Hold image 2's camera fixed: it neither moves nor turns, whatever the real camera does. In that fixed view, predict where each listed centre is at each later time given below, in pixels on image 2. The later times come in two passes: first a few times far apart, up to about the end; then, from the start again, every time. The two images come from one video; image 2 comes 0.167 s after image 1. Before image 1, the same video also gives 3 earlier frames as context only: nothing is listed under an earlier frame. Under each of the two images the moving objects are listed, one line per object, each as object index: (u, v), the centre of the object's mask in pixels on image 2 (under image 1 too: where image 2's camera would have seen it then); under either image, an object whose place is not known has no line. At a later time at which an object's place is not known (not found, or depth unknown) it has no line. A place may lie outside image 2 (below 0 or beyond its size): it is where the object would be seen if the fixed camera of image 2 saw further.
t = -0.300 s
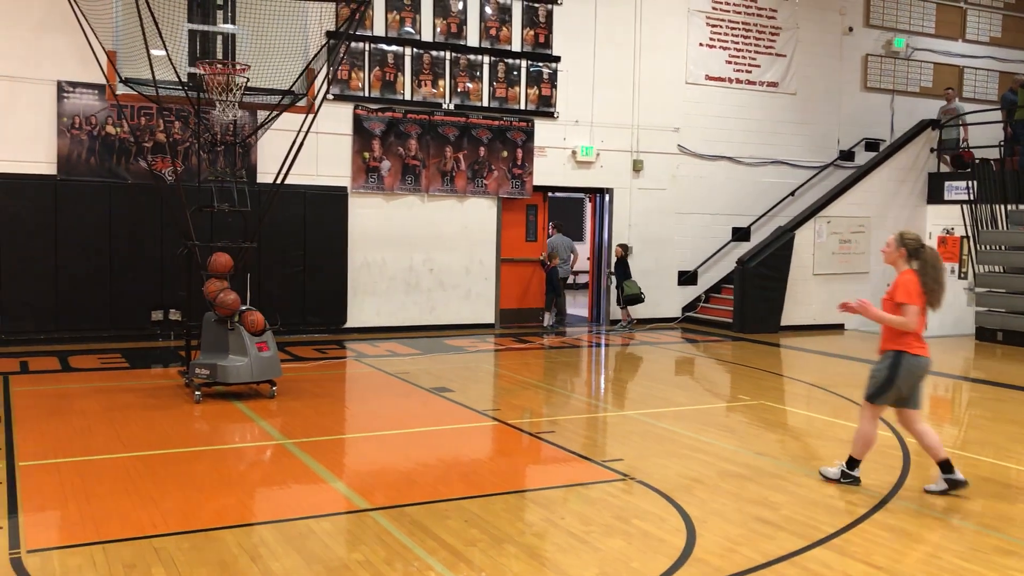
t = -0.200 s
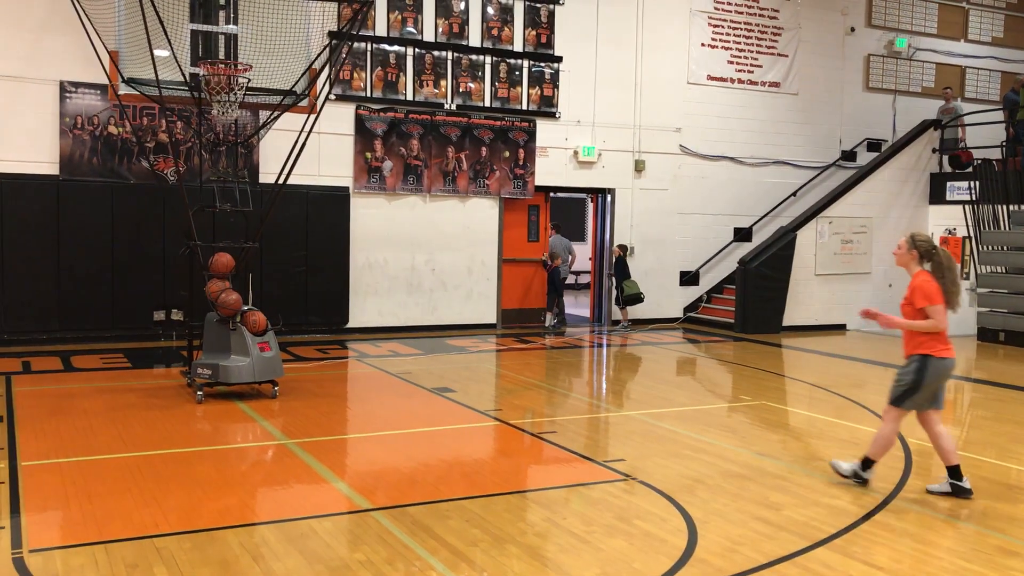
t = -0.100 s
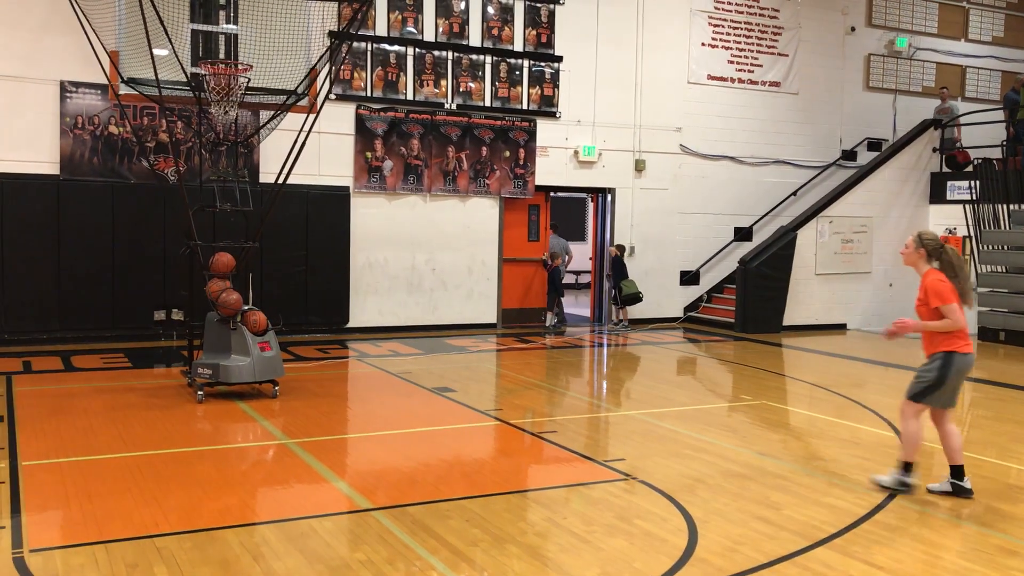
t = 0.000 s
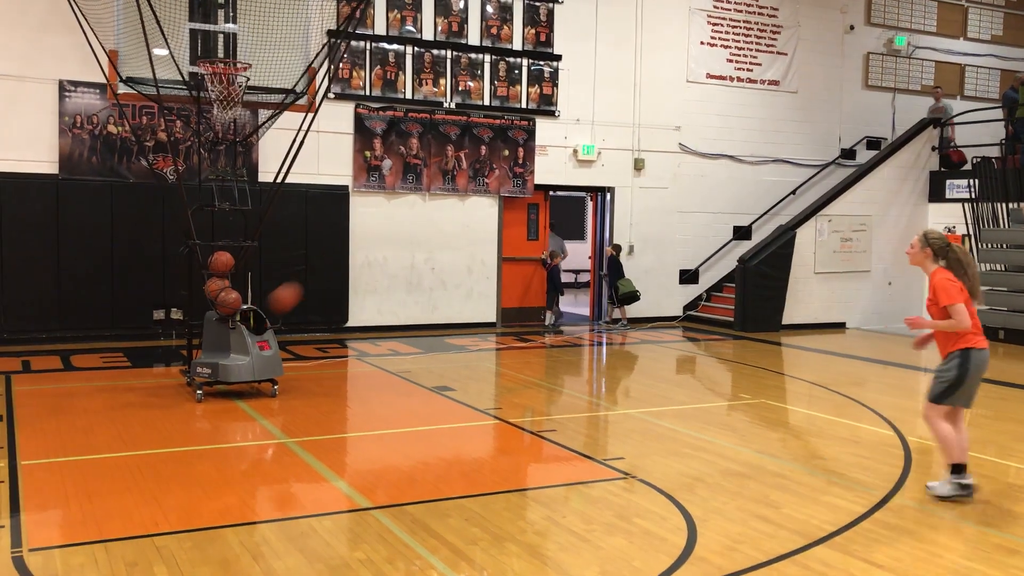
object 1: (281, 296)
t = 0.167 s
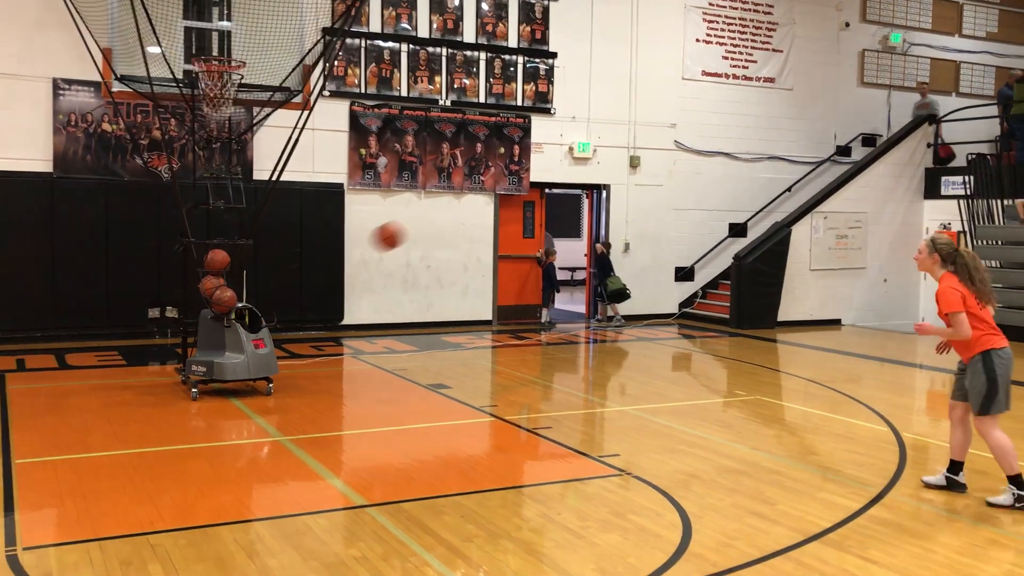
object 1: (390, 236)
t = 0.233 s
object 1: (436, 219)
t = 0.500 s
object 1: (654, 200)
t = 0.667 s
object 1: (818, 239)
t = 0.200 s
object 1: (412, 227)
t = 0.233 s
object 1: (436, 219)
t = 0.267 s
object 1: (460, 213)
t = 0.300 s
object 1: (484, 207)
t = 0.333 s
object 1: (516, 200)
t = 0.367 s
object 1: (540, 199)
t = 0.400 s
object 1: (564, 198)
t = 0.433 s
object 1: (593, 196)
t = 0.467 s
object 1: (624, 197)
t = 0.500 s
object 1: (654, 200)
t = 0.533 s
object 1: (683, 204)
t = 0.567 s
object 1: (715, 209)
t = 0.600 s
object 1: (748, 218)
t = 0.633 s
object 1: (782, 228)
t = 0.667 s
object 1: (818, 239)
